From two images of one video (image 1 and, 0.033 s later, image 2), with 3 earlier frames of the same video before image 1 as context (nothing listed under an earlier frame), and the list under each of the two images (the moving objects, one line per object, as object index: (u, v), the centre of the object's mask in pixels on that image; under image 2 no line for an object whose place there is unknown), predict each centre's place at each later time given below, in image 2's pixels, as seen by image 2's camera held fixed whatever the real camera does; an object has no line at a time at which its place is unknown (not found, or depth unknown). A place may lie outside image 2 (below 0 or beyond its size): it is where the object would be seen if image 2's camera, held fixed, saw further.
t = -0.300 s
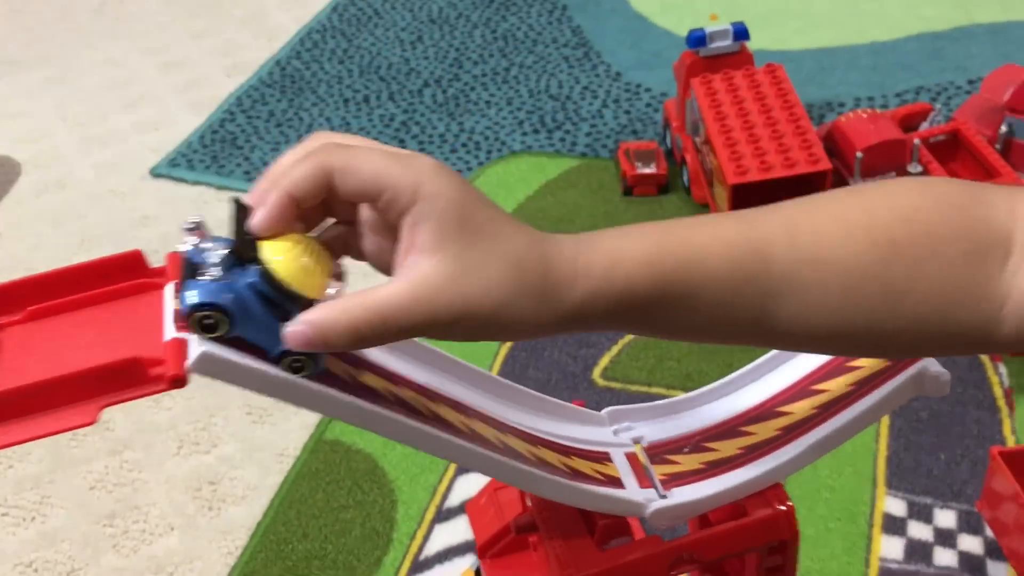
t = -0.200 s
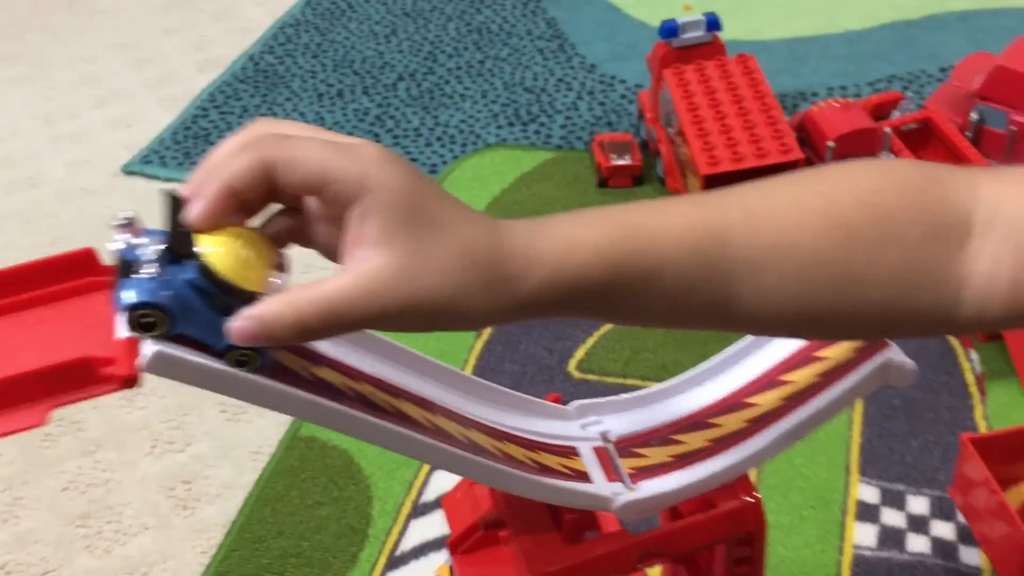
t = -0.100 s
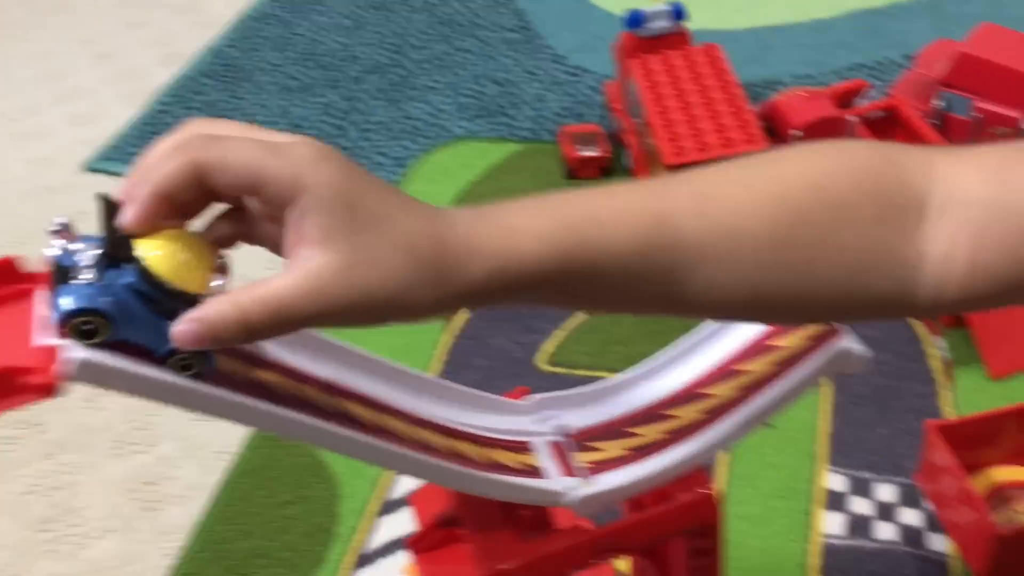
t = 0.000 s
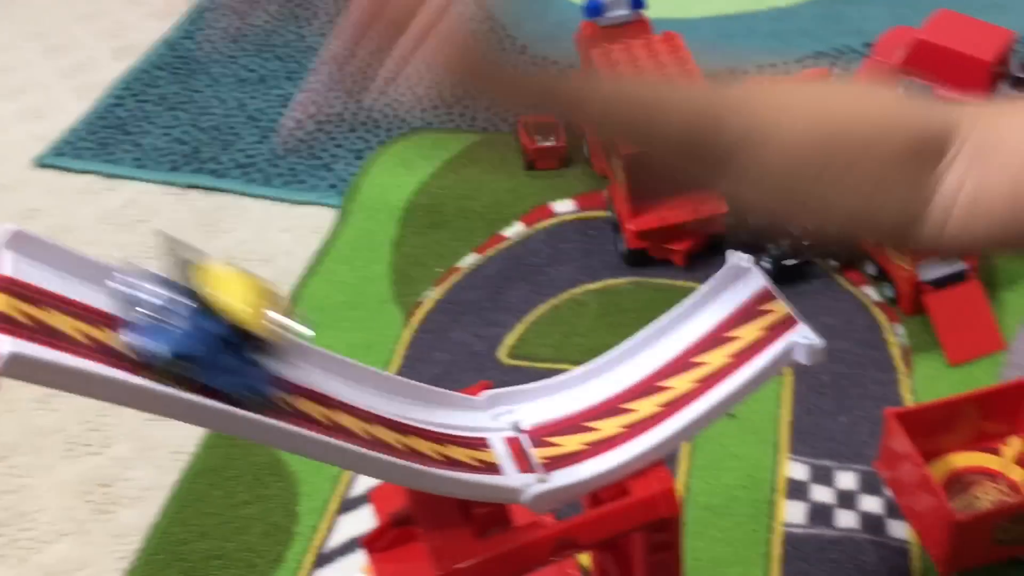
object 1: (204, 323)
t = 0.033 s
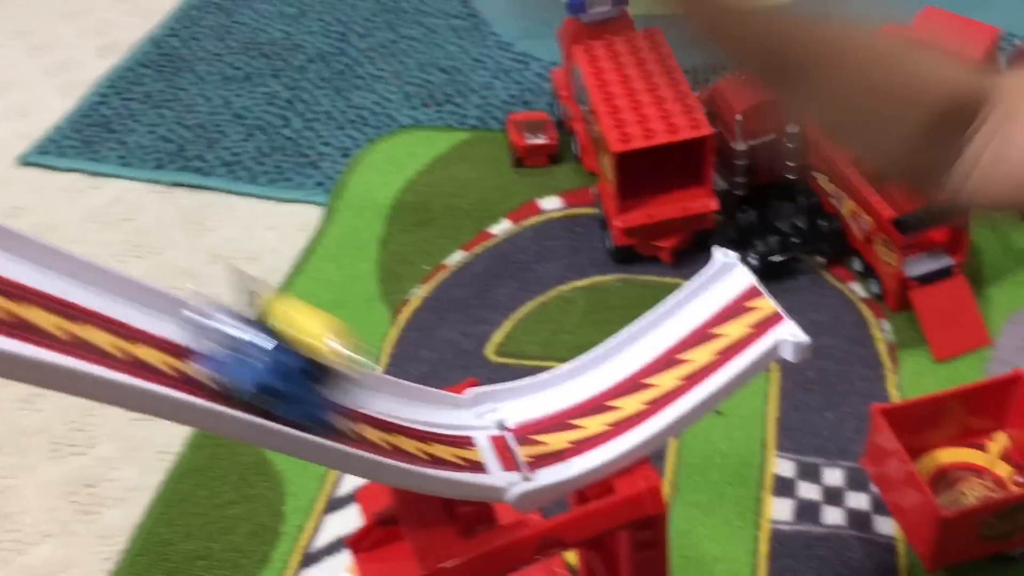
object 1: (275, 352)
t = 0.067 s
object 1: (372, 391)
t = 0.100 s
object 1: (474, 414)
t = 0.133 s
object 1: (495, 386)
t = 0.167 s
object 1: (517, 376)
